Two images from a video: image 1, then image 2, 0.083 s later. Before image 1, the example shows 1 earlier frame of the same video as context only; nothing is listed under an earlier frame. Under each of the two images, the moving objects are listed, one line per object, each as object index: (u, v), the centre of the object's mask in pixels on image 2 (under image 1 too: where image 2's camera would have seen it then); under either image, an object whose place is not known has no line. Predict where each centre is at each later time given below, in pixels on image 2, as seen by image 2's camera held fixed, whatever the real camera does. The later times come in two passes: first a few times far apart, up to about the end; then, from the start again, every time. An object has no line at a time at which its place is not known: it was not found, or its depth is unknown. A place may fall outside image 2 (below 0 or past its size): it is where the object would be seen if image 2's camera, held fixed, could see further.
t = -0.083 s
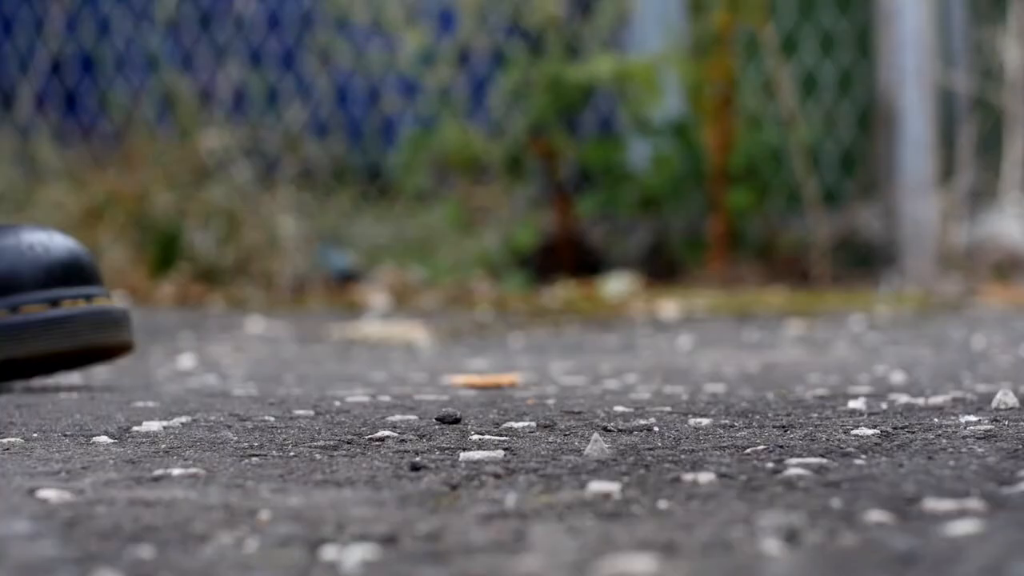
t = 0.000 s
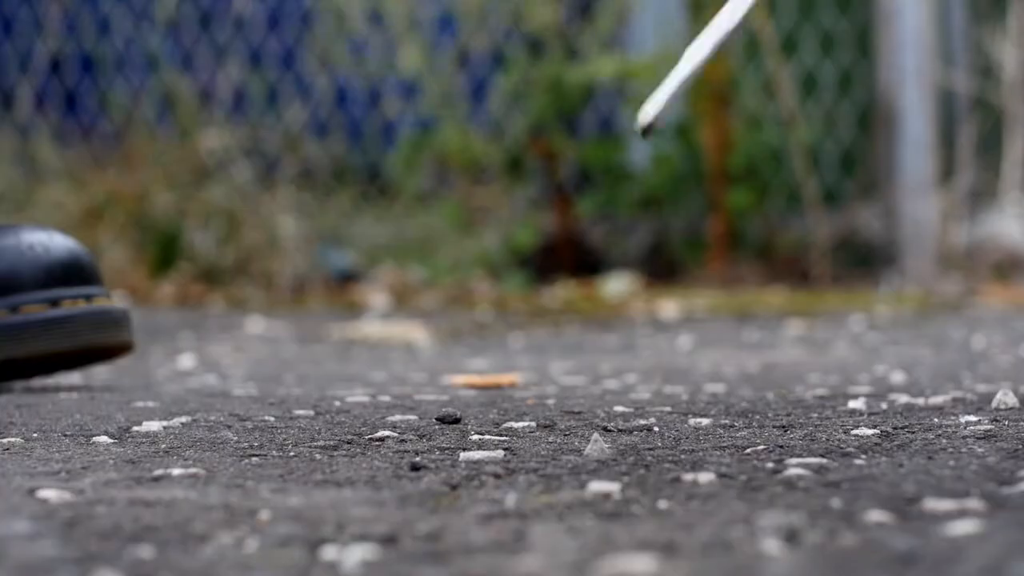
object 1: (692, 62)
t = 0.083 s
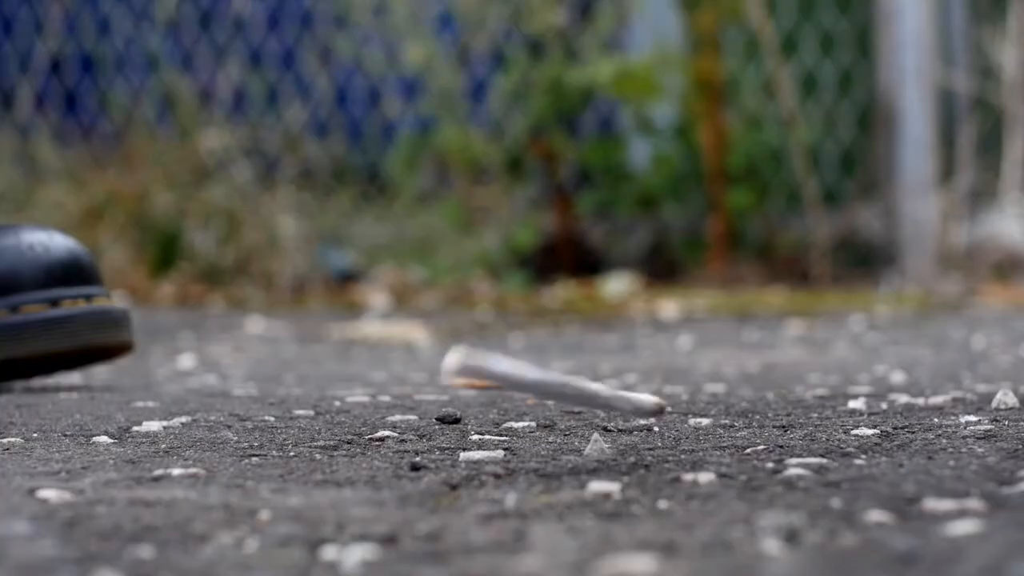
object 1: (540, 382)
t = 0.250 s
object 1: (505, 457)
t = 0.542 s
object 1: (490, 464)
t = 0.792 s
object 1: (490, 464)
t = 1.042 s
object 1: (490, 464)
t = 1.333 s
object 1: (492, 464)
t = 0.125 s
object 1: (517, 409)
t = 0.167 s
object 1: (524, 407)
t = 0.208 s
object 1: (515, 452)
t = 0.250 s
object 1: (505, 457)
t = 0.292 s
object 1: (493, 460)
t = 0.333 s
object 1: (490, 464)
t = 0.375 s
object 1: (489, 463)
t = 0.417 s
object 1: (490, 464)
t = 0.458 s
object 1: (489, 463)
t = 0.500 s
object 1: (490, 464)
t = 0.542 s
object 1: (490, 464)
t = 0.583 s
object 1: (490, 464)
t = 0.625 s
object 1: (490, 464)
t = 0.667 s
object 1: (490, 464)
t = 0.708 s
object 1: (490, 464)
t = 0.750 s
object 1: (490, 464)
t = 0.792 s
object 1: (490, 464)
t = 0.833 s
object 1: (490, 464)
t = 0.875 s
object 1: (490, 464)
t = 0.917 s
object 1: (490, 464)
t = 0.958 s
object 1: (490, 464)
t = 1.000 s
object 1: (490, 464)
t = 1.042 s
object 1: (490, 464)
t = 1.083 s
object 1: (490, 464)
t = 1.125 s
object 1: (490, 464)
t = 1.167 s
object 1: (490, 464)
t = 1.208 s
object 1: (491, 463)
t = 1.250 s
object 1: (491, 464)
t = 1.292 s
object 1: (492, 463)
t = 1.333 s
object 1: (492, 464)
